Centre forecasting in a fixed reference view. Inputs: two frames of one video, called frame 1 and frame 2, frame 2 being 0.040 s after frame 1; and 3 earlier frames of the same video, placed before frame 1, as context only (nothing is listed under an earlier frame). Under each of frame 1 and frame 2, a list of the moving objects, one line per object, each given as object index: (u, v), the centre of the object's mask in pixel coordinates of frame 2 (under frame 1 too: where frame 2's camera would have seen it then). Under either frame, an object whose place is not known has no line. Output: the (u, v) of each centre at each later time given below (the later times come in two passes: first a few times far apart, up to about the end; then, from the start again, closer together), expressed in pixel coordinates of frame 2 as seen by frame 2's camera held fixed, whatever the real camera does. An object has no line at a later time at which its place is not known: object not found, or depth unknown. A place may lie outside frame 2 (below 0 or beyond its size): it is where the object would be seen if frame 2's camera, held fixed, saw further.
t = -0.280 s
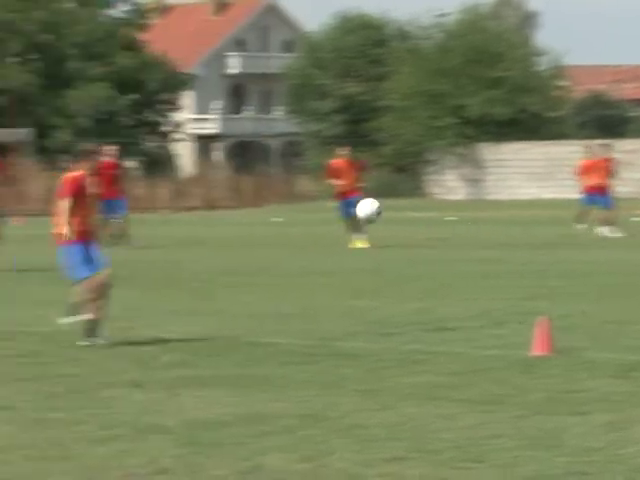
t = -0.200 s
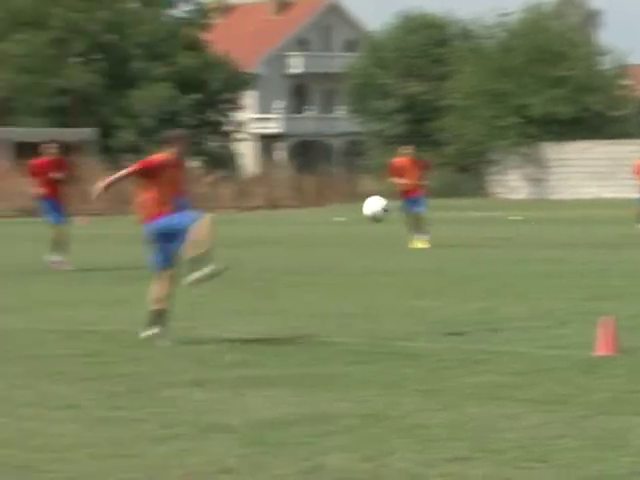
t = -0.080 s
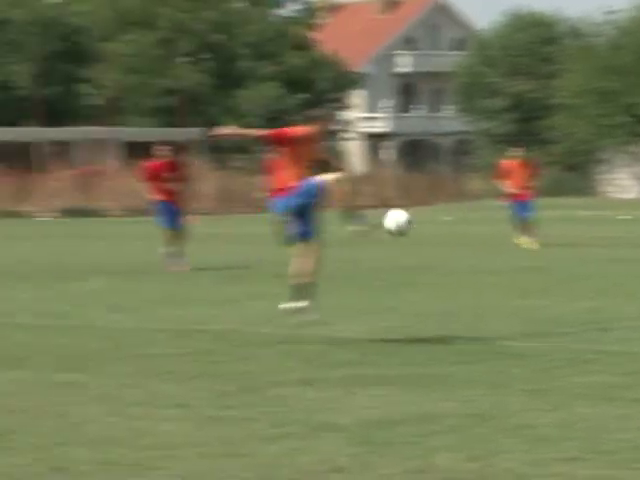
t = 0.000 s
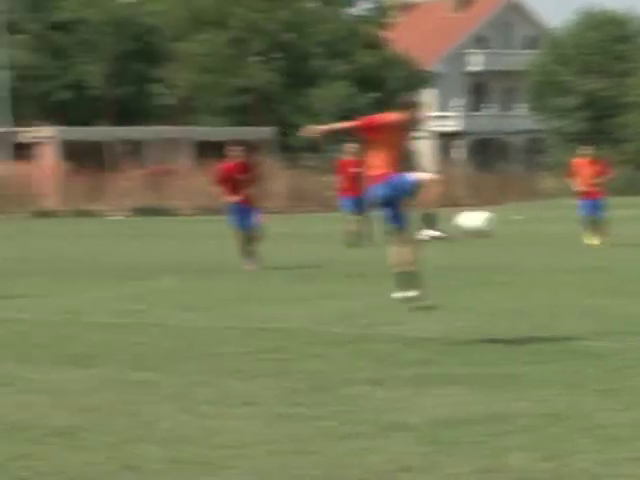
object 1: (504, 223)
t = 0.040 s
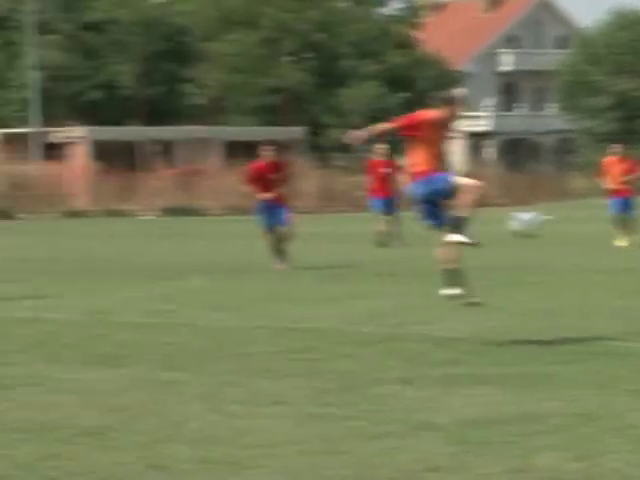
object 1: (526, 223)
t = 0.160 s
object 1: (573, 234)
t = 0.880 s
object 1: (789, 281)
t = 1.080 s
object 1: (826, 313)
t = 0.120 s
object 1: (561, 229)
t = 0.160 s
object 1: (573, 234)
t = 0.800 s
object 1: (774, 271)
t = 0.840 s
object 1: (781, 275)
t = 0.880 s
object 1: (789, 281)
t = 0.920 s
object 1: (796, 288)
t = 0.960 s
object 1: (803, 297)
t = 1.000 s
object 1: (810, 308)
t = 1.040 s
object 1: (816, 319)
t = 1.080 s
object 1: (826, 313)
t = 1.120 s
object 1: (835, 309)
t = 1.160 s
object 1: (843, 304)
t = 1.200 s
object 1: (851, 301)
